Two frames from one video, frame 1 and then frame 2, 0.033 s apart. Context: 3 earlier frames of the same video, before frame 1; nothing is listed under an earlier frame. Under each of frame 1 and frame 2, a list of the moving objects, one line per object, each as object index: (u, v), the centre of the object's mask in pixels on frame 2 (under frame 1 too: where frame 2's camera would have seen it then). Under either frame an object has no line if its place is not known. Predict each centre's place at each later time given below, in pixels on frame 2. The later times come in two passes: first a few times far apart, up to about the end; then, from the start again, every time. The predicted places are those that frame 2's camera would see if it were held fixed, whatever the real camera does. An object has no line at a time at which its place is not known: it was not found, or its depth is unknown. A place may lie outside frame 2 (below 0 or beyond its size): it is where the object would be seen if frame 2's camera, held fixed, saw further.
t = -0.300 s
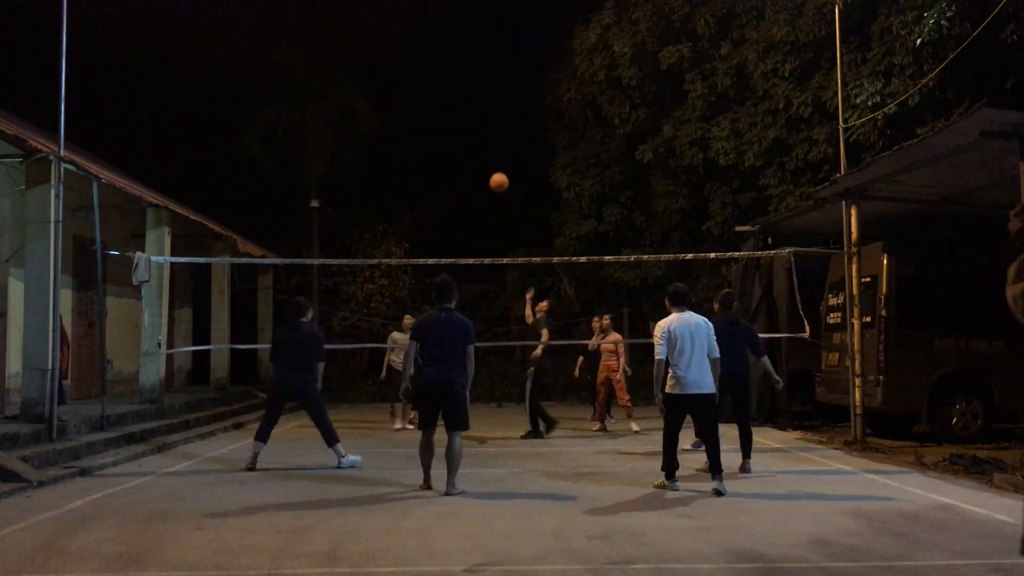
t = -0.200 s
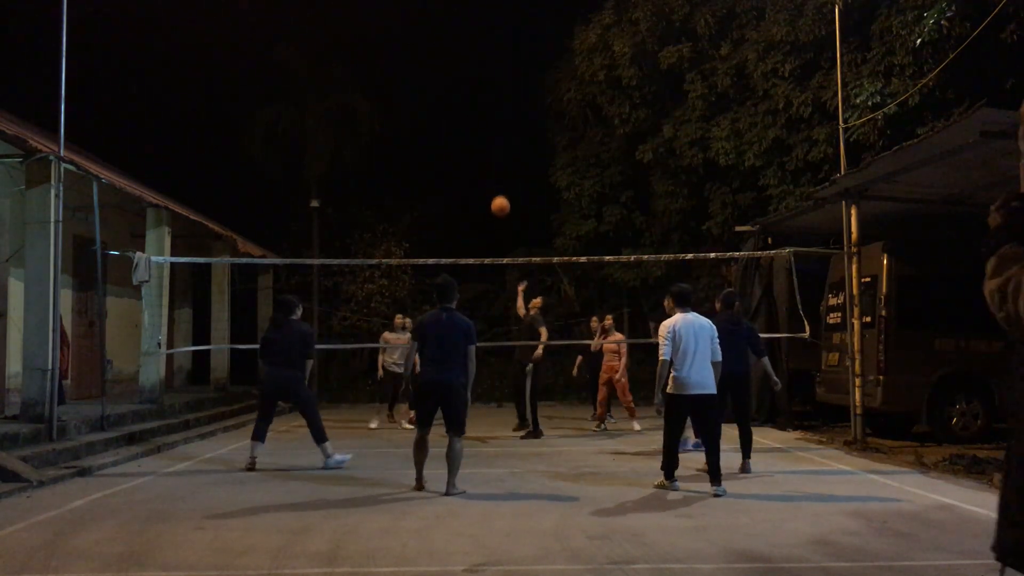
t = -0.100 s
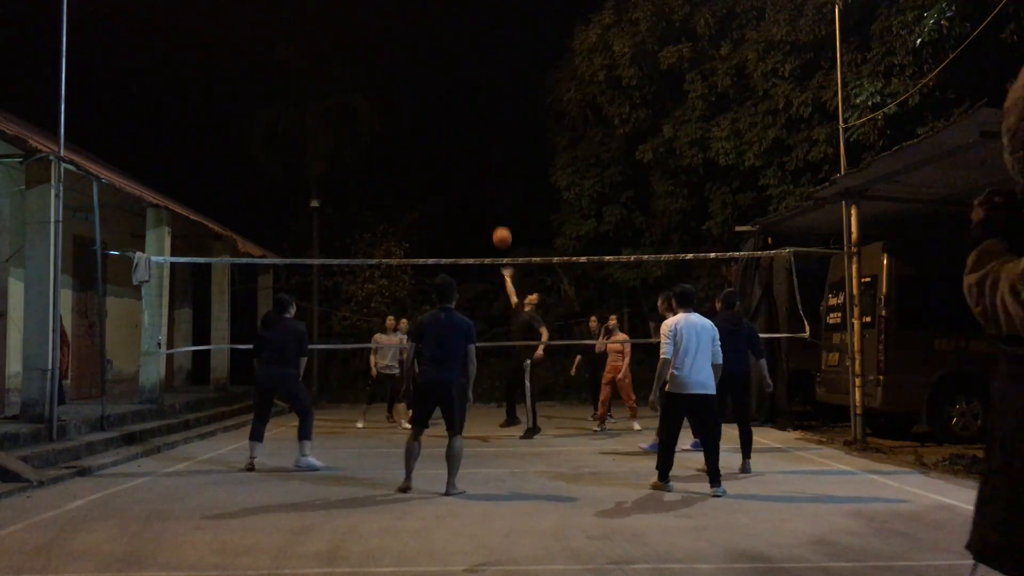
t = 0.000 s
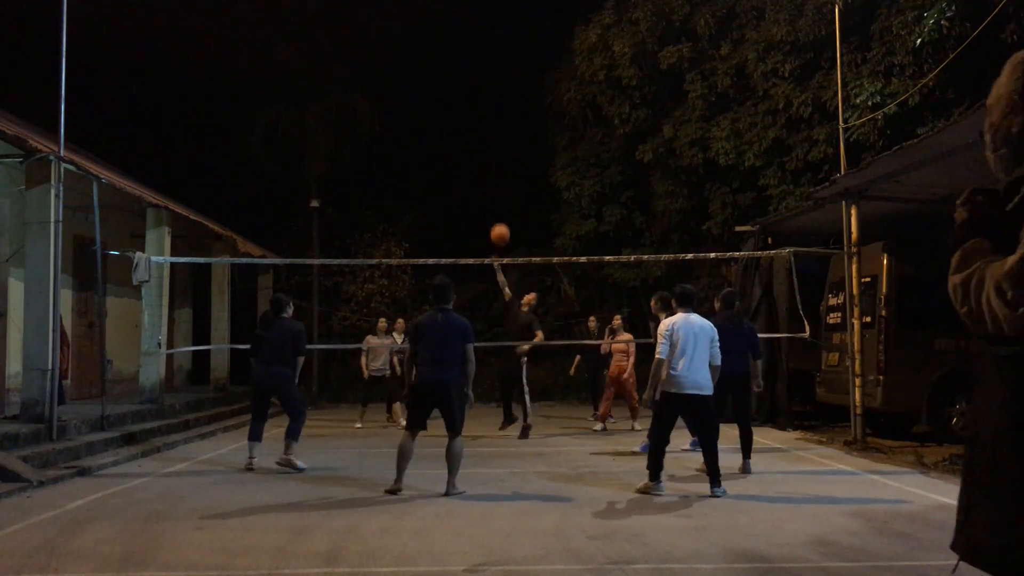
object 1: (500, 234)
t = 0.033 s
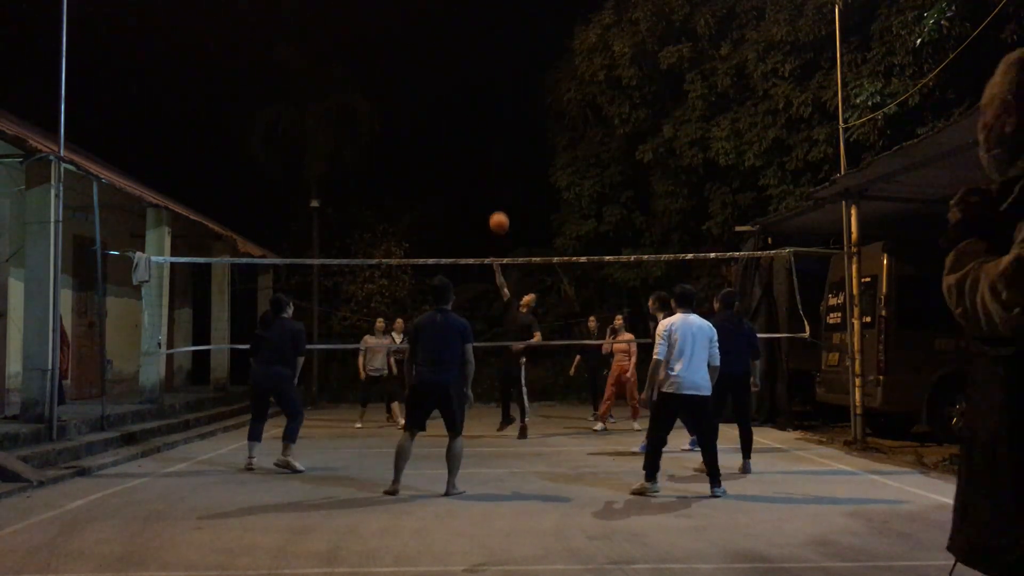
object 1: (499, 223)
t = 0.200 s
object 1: (493, 178)
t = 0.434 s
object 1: (485, 147)
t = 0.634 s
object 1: (479, 162)
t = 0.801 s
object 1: (474, 211)
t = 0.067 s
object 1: (498, 212)
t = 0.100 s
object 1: (497, 203)
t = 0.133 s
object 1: (495, 193)
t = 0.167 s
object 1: (494, 186)
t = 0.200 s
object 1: (493, 178)
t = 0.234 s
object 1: (492, 170)
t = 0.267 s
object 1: (490, 164)
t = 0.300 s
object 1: (489, 159)
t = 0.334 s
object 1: (488, 155)
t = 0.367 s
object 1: (487, 151)
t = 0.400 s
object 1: (486, 149)
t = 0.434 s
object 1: (485, 147)
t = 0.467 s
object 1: (484, 147)
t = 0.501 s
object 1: (484, 147)
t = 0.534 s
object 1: (483, 149)
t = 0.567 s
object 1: (482, 152)
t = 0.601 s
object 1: (481, 156)
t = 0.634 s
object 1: (479, 162)
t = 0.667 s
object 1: (478, 169)
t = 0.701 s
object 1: (478, 176)
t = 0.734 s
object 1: (477, 187)
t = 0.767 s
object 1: (475, 197)
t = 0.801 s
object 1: (474, 211)
